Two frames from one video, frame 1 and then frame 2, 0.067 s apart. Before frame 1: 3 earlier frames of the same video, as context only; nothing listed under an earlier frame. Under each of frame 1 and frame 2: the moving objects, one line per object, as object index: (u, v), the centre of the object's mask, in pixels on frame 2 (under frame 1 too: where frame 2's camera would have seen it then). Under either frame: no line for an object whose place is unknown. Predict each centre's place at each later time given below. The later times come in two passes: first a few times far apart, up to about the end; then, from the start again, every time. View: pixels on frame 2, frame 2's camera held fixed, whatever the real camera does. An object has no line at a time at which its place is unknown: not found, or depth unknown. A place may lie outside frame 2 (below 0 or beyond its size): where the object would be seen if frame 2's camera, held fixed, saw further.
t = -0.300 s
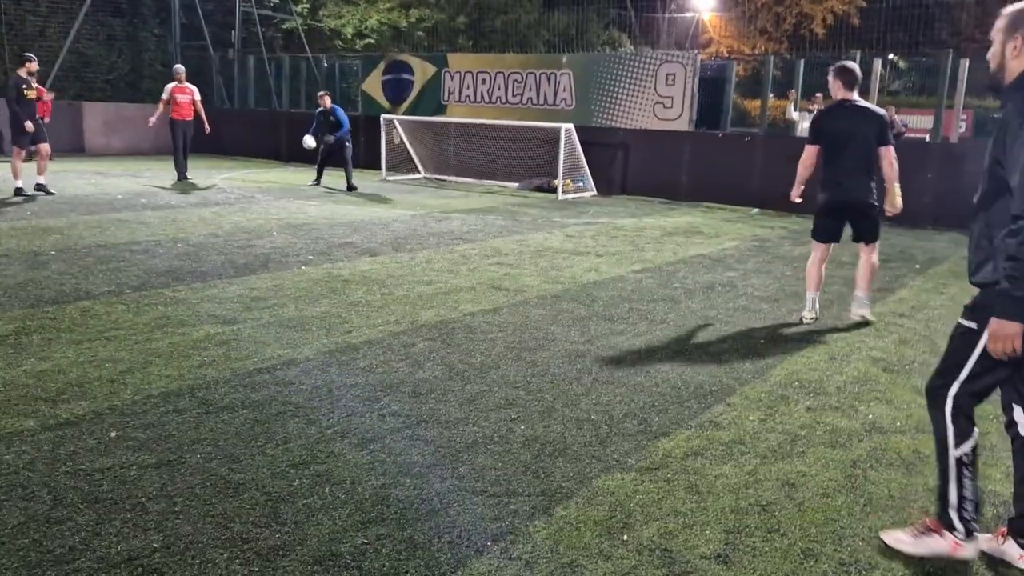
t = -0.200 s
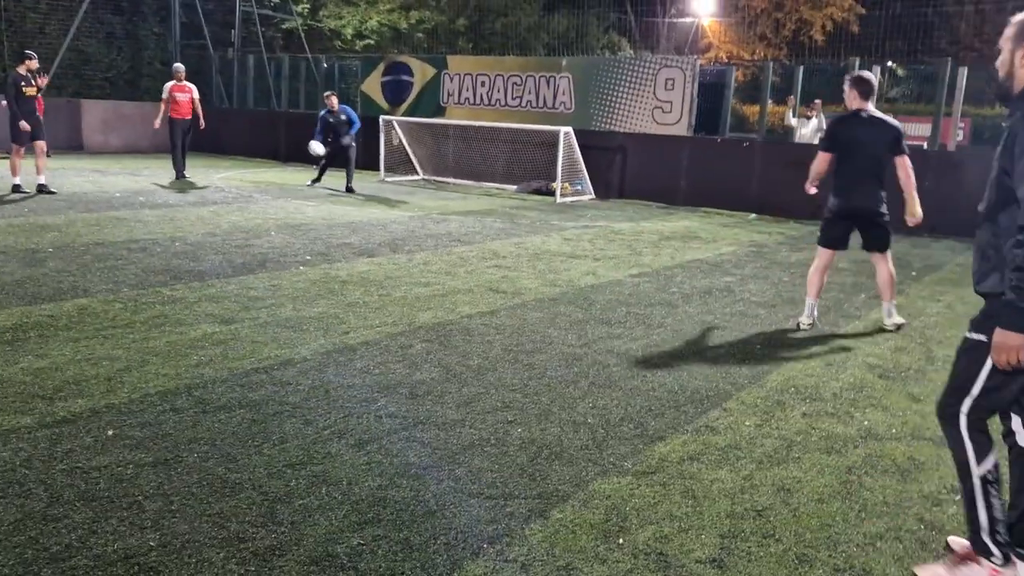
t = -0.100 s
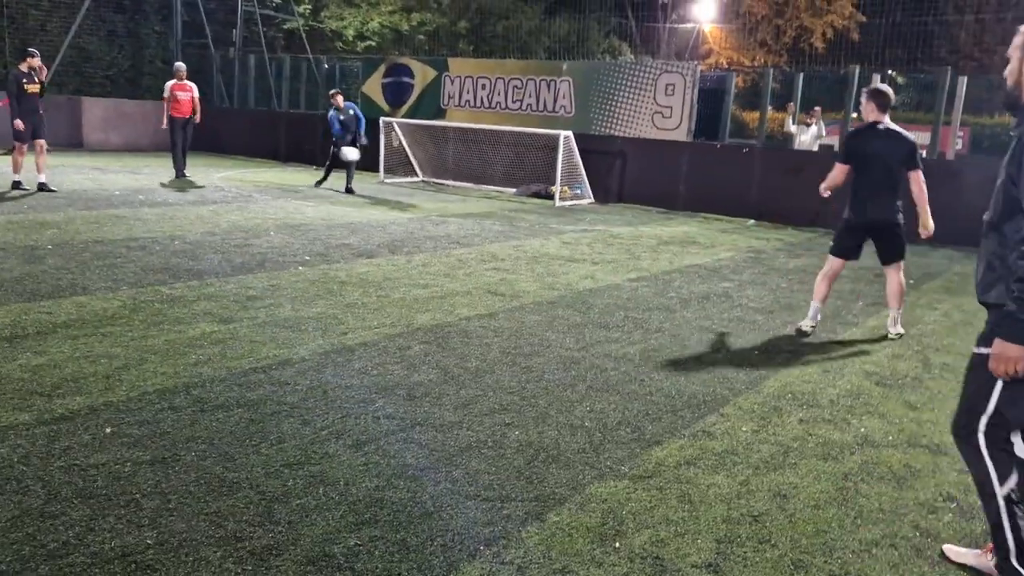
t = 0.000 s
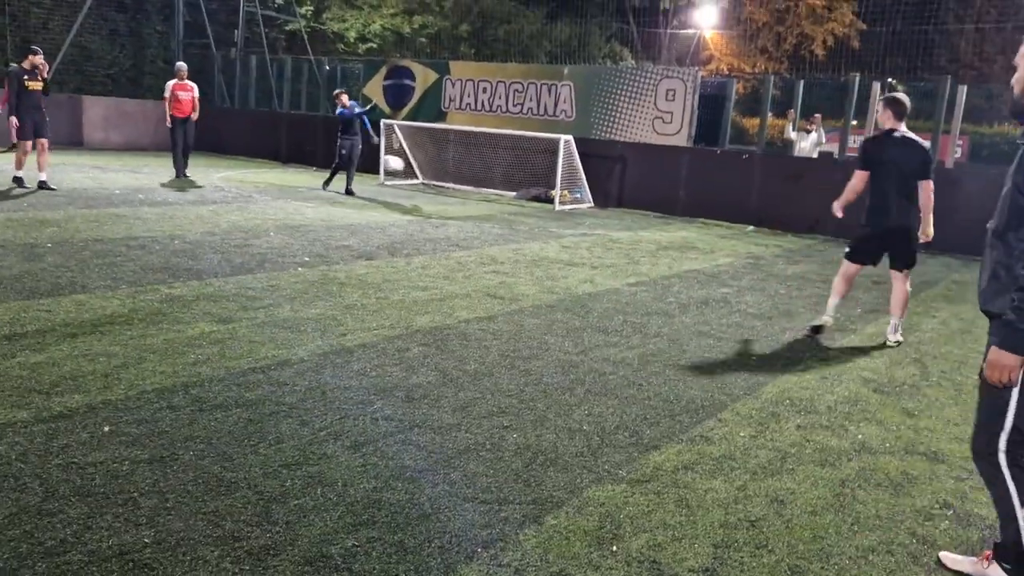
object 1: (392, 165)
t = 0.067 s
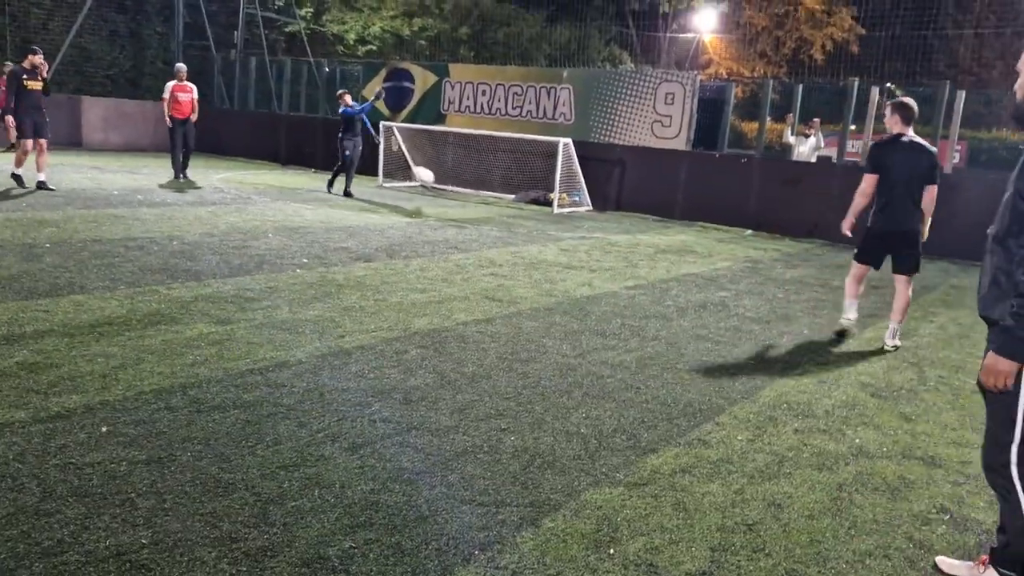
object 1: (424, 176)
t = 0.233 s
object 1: (508, 219)
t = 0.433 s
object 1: (603, 219)
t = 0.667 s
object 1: (729, 251)
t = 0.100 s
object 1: (438, 181)
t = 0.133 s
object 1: (456, 188)
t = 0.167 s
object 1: (473, 198)
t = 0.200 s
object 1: (491, 208)
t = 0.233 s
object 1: (508, 219)
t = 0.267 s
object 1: (526, 230)
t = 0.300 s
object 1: (540, 225)
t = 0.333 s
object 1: (555, 223)
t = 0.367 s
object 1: (572, 220)
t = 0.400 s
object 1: (587, 219)
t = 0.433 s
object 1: (603, 219)
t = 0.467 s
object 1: (620, 220)
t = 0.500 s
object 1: (637, 222)
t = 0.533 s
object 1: (654, 225)
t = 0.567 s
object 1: (673, 229)
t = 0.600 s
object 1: (691, 235)
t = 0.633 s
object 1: (712, 243)
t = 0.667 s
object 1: (729, 251)
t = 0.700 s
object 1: (748, 261)
